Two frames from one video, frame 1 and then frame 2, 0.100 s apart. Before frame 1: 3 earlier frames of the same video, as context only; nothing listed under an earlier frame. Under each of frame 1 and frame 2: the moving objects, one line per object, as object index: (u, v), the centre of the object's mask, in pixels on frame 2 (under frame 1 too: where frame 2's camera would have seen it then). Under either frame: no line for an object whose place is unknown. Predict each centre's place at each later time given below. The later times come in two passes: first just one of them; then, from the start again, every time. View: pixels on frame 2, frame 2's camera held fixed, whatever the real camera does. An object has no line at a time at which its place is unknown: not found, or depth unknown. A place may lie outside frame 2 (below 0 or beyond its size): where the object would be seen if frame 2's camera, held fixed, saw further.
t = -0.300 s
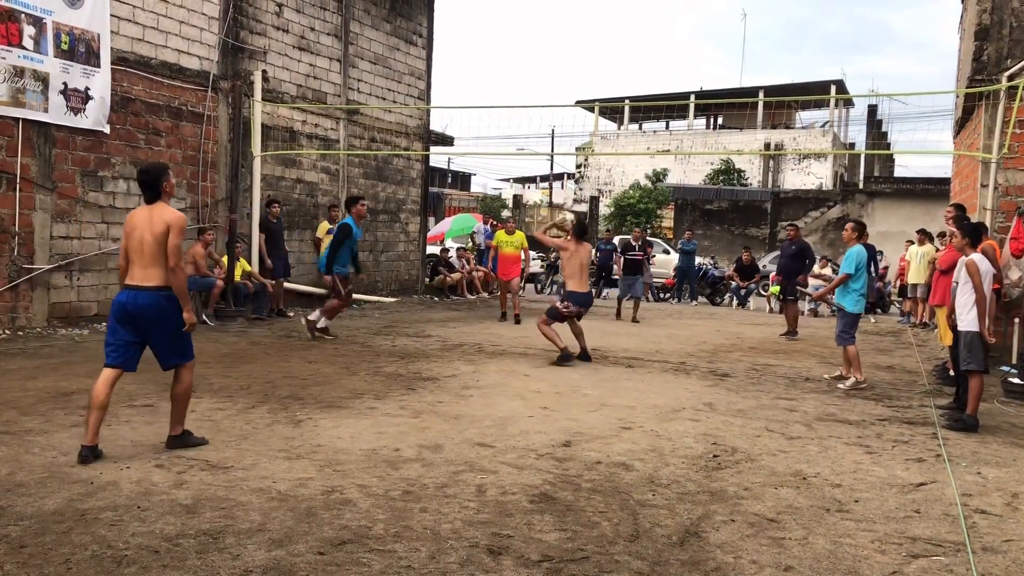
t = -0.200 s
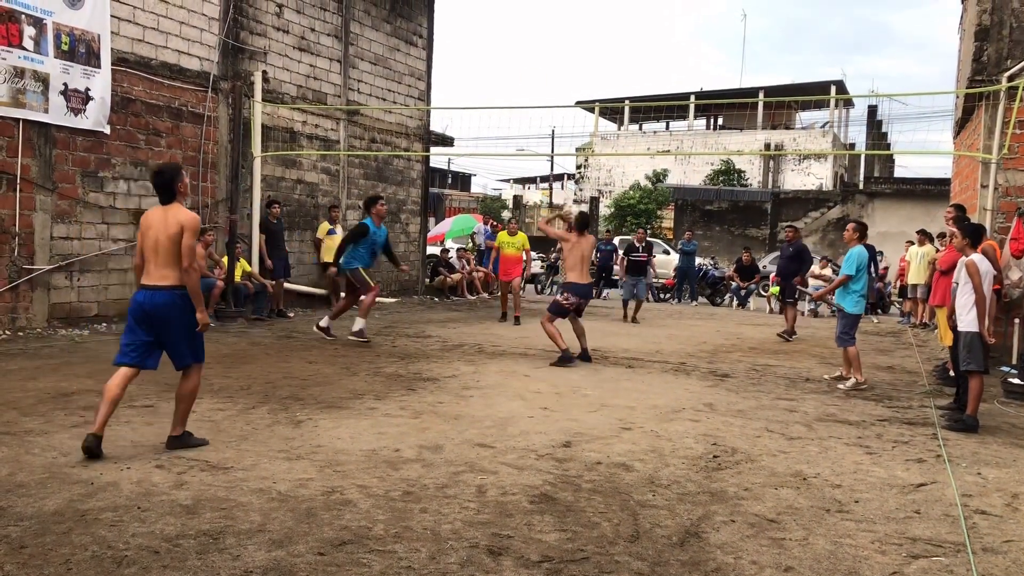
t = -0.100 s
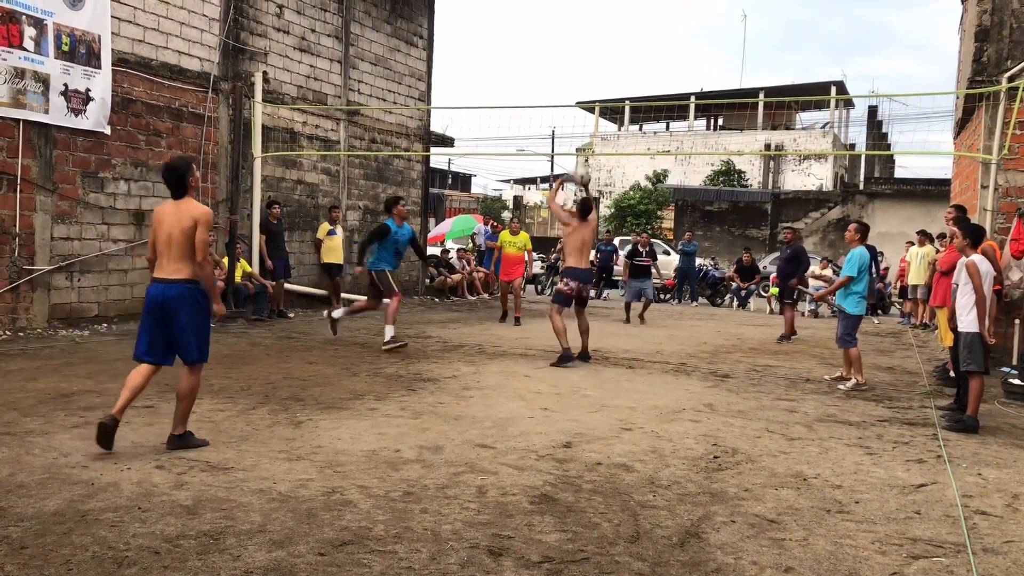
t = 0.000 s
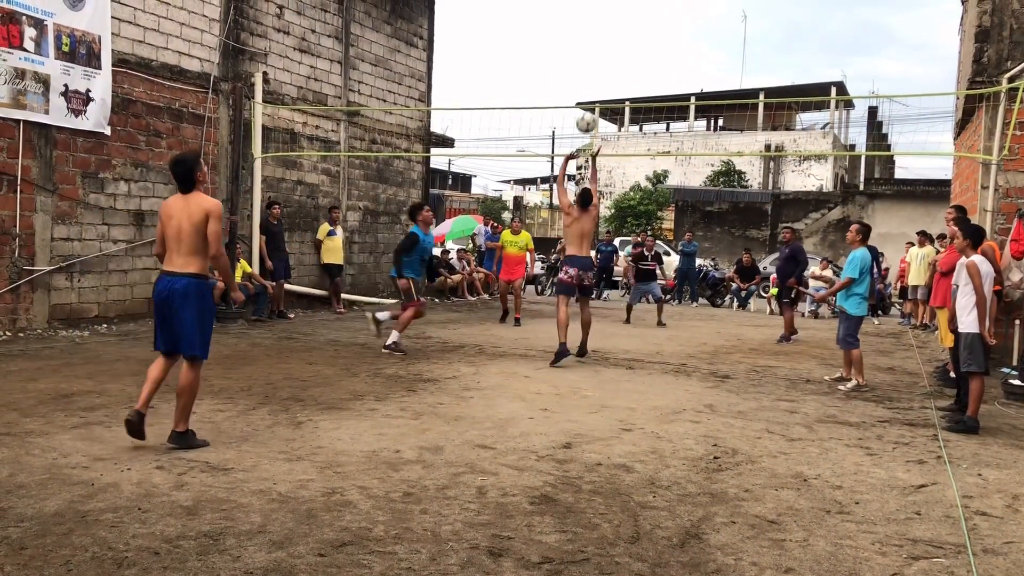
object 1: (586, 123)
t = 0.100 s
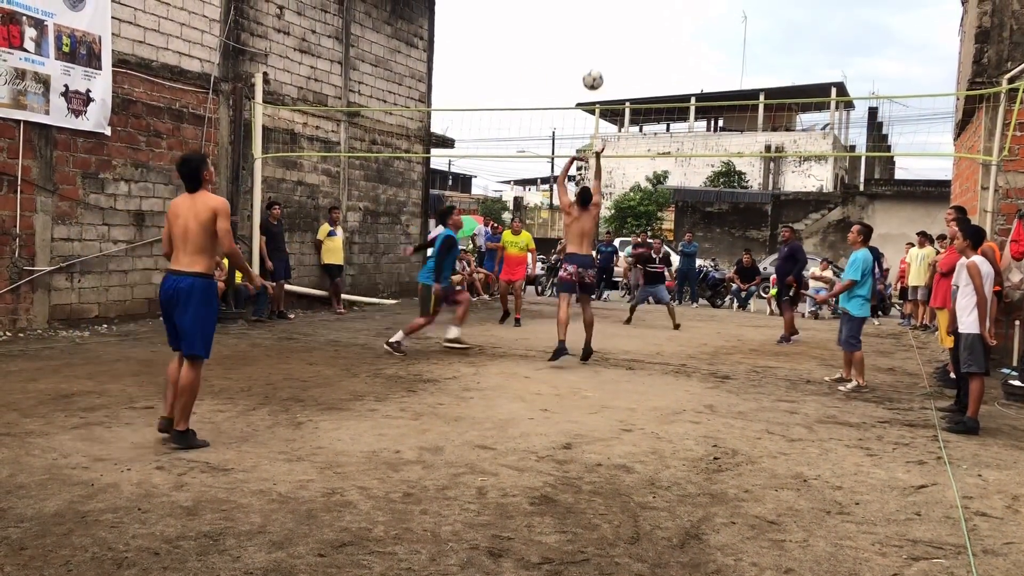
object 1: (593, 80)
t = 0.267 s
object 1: (602, 28)
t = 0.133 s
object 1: (595, 67)
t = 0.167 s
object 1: (597, 56)
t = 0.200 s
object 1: (599, 46)
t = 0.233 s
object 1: (601, 36)
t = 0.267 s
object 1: (602, 28)
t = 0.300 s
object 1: (604, 21)
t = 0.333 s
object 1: (606, 15)
